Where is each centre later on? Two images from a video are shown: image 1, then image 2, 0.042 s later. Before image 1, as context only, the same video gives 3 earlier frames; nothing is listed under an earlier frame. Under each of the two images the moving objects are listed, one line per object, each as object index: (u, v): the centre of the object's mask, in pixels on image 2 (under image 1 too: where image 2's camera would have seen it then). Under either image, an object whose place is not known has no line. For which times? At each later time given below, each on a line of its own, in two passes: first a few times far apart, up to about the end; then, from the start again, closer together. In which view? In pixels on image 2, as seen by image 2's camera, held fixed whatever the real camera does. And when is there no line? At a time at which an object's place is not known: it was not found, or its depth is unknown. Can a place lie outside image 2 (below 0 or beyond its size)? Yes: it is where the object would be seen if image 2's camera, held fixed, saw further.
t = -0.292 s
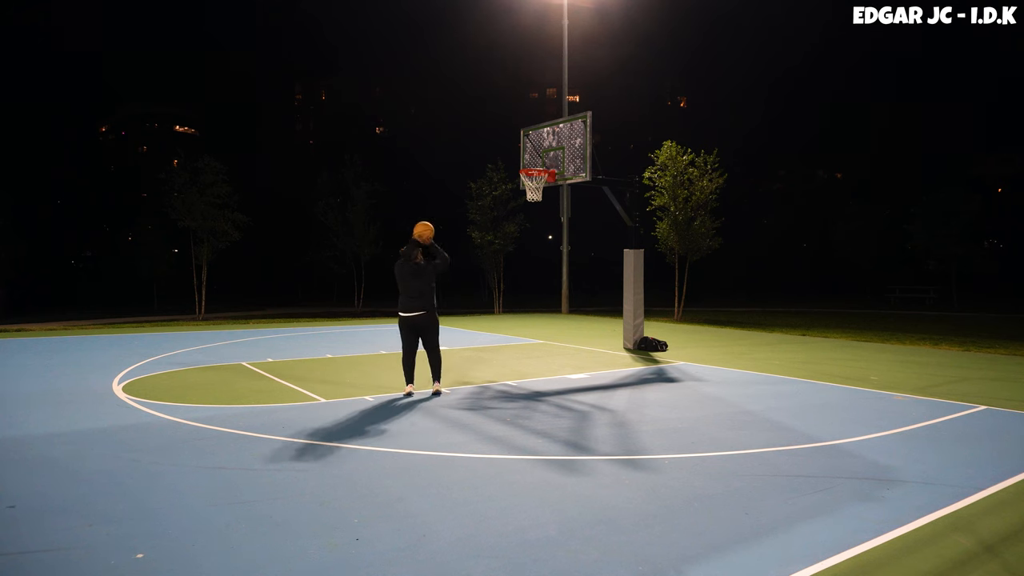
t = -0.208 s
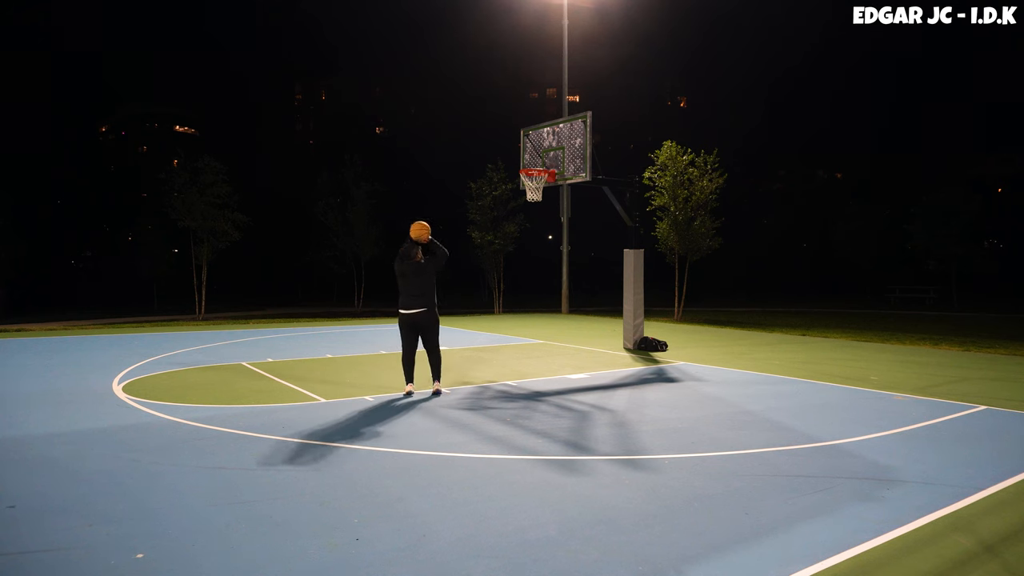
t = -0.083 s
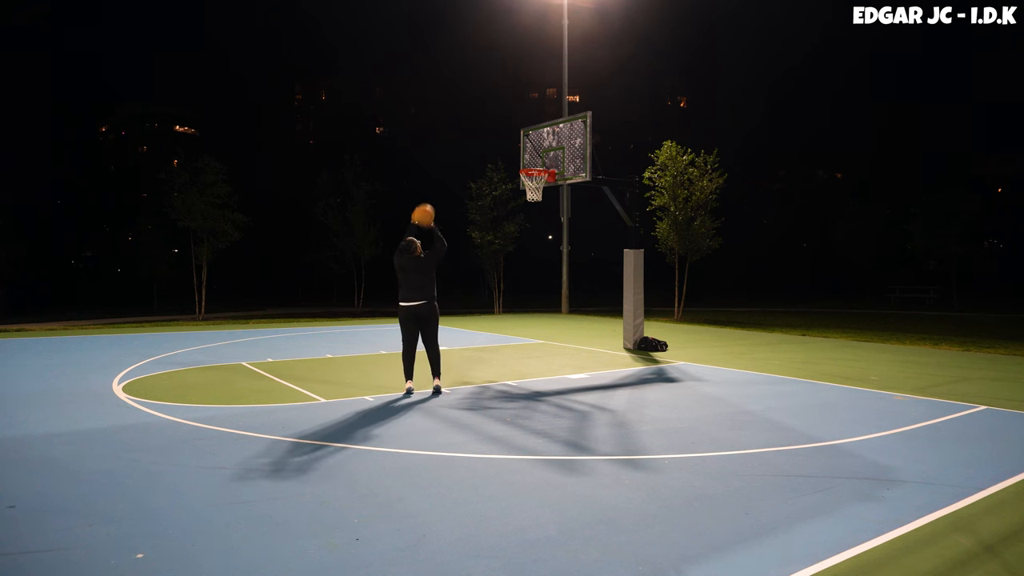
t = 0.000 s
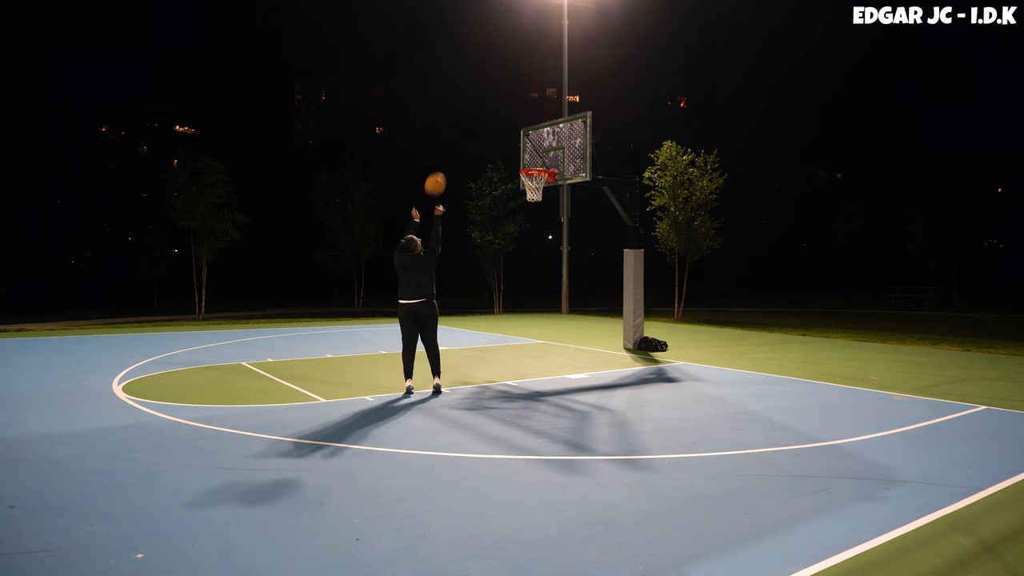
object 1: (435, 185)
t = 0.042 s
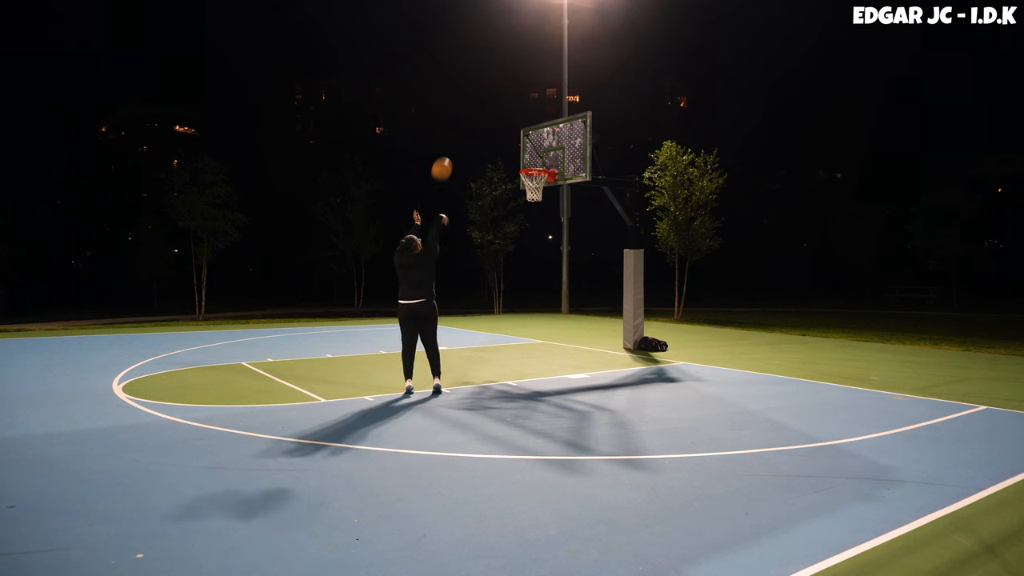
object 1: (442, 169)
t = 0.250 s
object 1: (471, 120)
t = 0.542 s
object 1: (506, 109)
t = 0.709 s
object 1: (524, 127)
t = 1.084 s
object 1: (528, 177)
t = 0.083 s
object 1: (448, 157)
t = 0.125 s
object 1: (454, 145)
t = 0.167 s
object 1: (460, 135)
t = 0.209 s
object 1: (466, 127)
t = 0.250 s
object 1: (471, 120)
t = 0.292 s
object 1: (477, 114)
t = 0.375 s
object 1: (487, 108)
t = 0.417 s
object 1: (492, 106)
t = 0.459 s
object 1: (497, 106)
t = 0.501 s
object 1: (502, 107)
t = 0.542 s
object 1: (506, 109)
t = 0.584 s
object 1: (511, 112)
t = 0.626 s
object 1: (515, 117)
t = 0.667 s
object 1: (520, 121)
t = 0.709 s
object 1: (524, 127)
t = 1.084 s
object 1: (528, 177)
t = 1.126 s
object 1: (530, 177)
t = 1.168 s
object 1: (534, 177)
